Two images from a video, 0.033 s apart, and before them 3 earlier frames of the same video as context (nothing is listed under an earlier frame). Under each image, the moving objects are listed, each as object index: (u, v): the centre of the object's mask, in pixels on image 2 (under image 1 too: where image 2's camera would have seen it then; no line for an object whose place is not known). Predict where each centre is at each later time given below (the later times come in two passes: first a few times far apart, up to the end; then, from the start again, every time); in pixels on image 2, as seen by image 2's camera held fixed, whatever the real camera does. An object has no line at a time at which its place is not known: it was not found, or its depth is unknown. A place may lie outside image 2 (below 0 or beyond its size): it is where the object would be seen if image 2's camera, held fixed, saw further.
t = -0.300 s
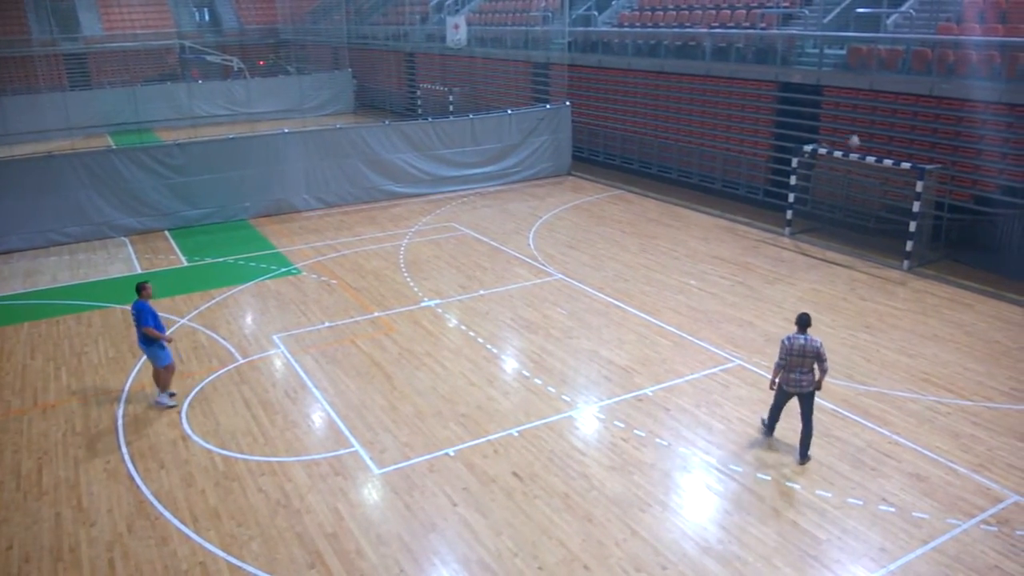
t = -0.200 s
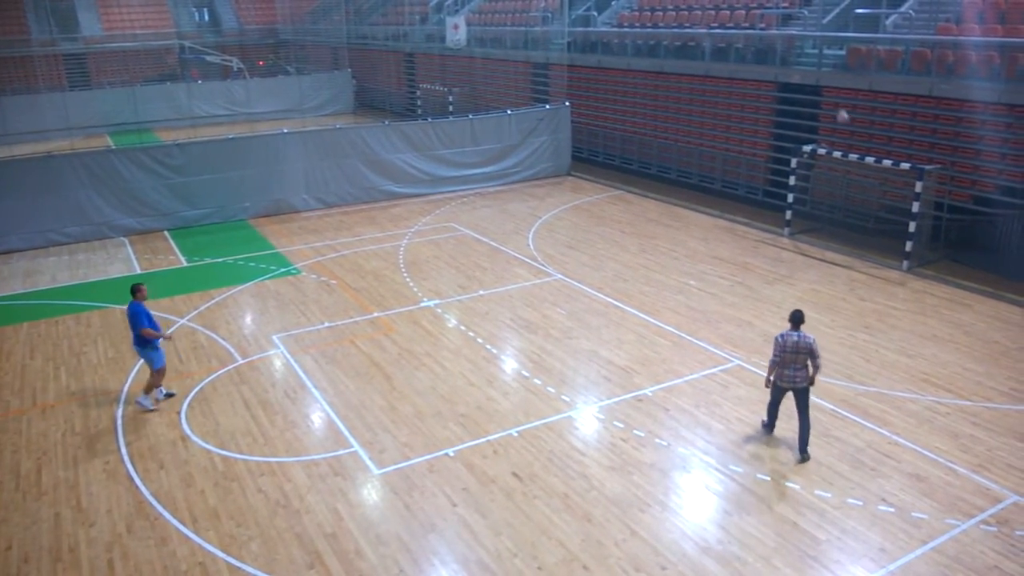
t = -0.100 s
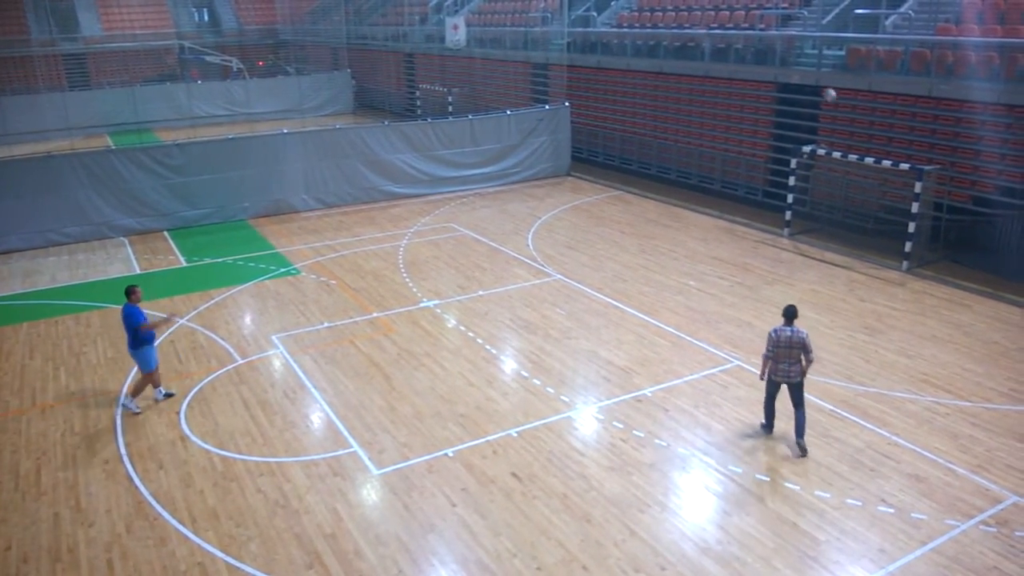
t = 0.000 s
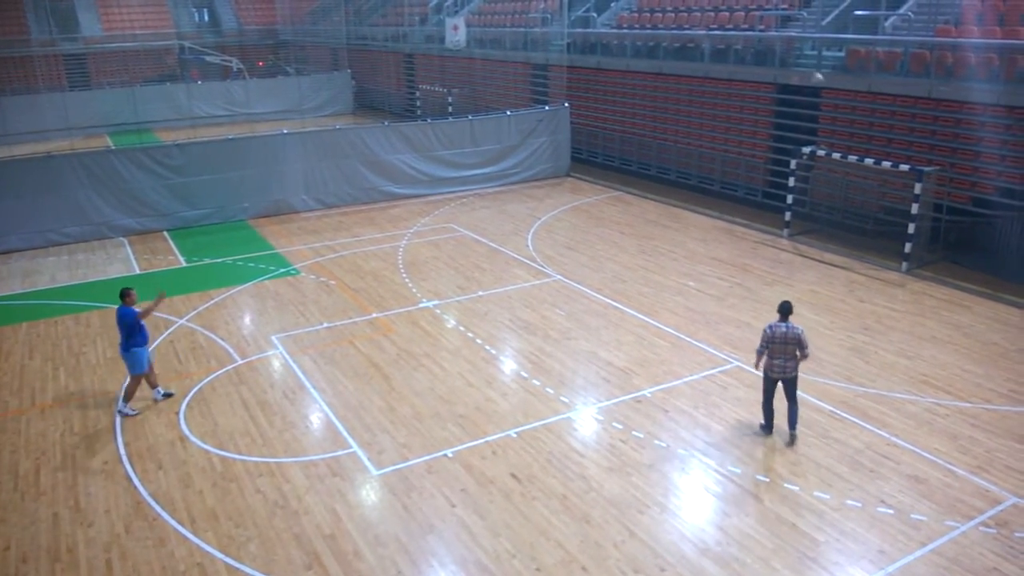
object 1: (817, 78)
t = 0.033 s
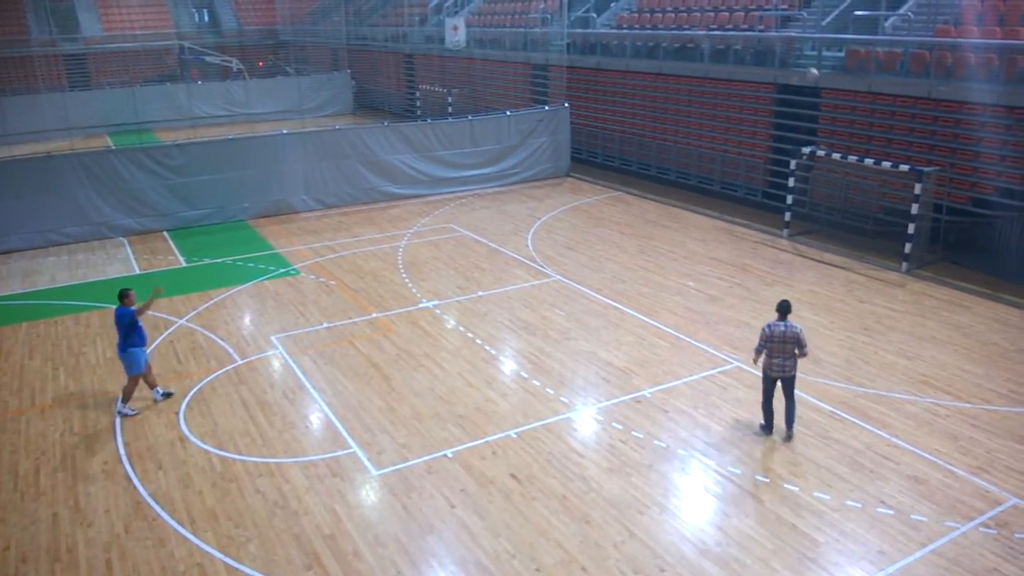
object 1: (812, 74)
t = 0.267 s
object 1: (776, 54)
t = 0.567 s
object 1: (728, 71)
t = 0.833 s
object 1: (679, 130)
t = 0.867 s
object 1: (672, 140)
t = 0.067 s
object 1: (808, 69)
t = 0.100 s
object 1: (803, 65)
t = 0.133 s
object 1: (797, 63)
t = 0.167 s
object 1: (791, 60)
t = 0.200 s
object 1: (787, 58)
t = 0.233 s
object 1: (782, 56)
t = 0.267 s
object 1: (776, 54)
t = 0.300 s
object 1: (771, 53)
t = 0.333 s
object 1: (766, 54)
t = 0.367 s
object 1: (760, 55)
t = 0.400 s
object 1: (755, 56)
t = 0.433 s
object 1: (750, 58)
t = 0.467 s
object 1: (745, 60)
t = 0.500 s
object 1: (739, 62)
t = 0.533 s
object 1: (733, 67)
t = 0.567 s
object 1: (728, 71)
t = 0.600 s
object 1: (722, 76)
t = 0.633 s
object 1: (716, 82)
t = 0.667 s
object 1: (710, 89)
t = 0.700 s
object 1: (704, 95)
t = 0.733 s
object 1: (698, 103)
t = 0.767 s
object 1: (692, 111)
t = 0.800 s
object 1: (685, 121)
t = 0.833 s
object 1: (679, 130)
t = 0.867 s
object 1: (672, 140)
